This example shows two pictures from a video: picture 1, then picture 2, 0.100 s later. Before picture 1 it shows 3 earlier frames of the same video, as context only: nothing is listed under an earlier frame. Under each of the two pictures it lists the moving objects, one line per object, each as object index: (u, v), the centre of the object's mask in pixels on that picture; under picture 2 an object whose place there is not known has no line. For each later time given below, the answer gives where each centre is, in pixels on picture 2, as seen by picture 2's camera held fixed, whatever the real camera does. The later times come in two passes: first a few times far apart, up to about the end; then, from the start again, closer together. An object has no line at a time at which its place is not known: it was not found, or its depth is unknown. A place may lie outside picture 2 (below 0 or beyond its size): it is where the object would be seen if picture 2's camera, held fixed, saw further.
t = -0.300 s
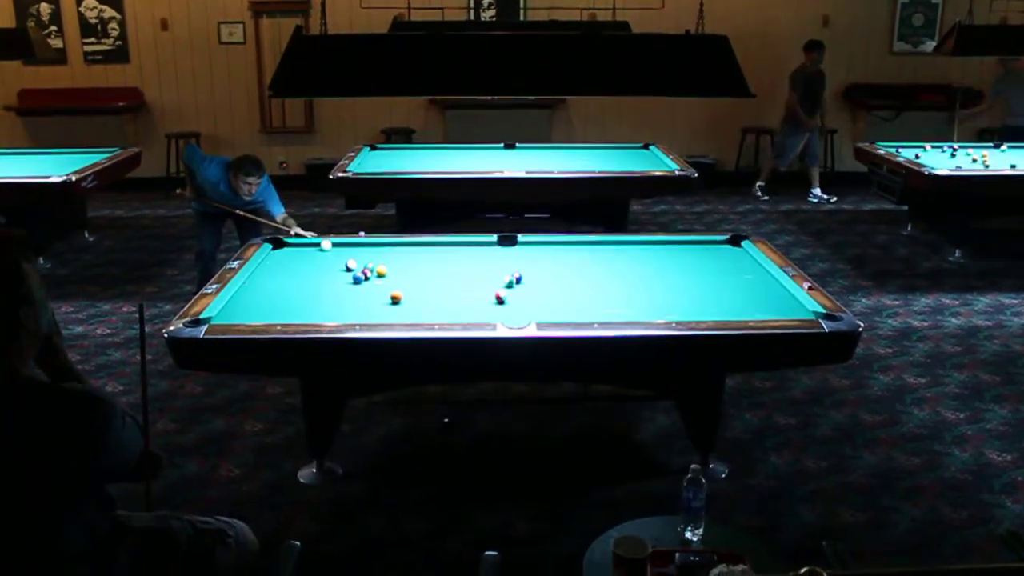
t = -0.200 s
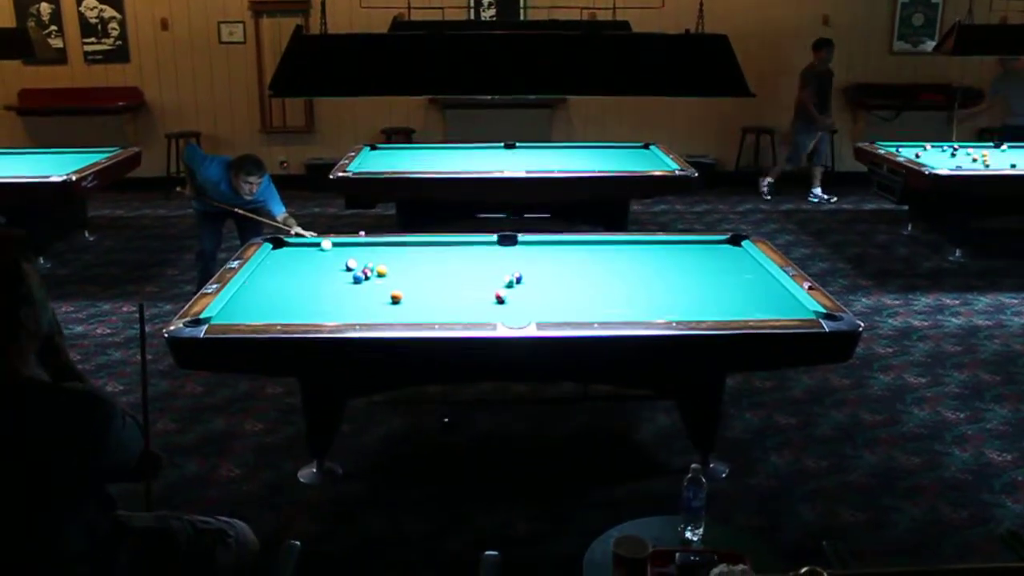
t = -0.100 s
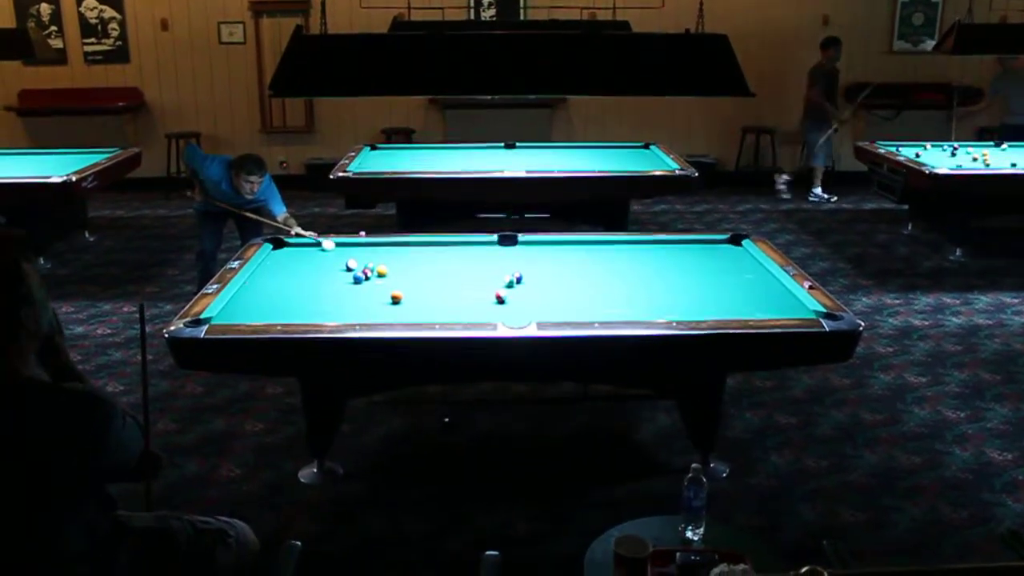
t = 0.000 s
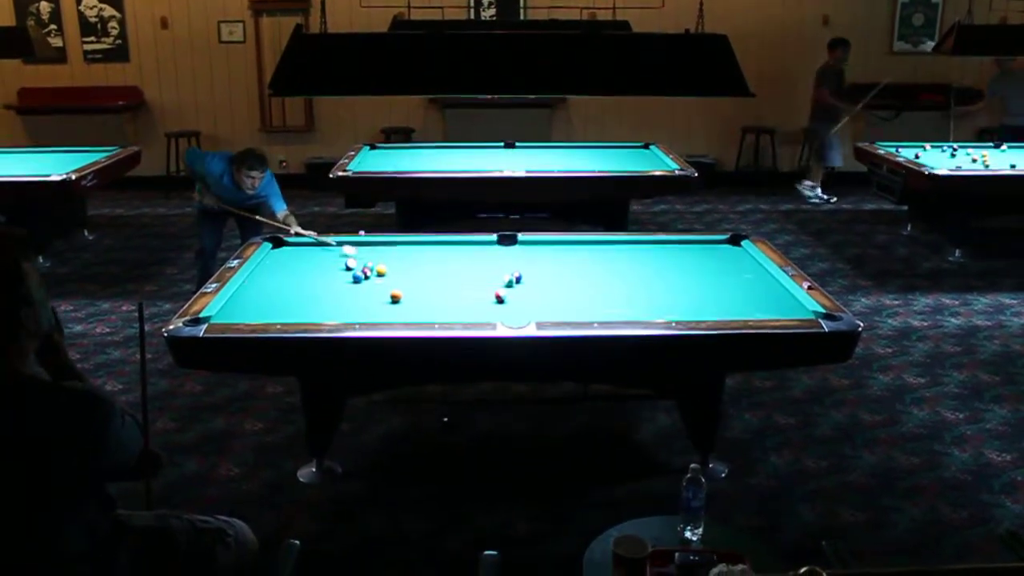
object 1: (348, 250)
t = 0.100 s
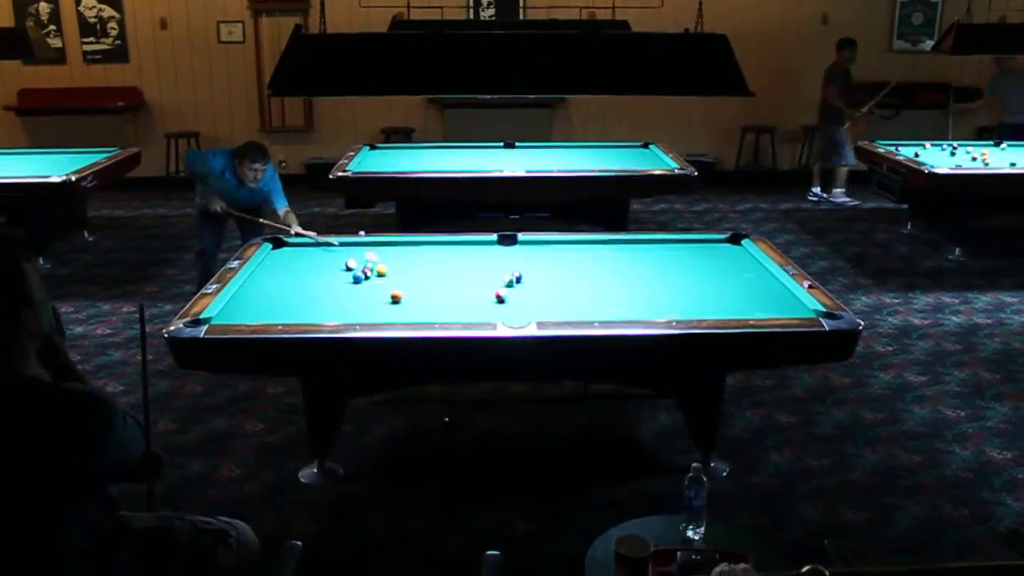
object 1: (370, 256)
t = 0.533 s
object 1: (485, 290)
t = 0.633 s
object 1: (499, 294)
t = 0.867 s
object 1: (523, 296)
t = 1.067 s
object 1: (547, 297)
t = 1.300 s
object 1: (572, 299)
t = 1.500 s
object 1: (595, 302)
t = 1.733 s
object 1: (619, 304)
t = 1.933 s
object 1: (639, 306)
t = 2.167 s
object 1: (663, 308)
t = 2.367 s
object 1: (682, 309)
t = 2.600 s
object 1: (704, 310)
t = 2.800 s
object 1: (721, 311)
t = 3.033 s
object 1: (741, 312)
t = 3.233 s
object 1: (753, 312)
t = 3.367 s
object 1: (760, 311)
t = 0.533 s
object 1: (485, 290)
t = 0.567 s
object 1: (493, 292)
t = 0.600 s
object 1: (497, 294)
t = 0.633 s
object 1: (499, 294)
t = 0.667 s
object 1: (501, 293)
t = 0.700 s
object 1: (505, 294)
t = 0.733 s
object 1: (508, 293)
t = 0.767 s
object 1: (512, 293)
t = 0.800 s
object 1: (515, 295)
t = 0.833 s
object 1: (520, 294)
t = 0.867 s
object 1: (523, 296)
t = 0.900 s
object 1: (527, 294)
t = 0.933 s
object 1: (532, 296)
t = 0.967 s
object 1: (535, 296)
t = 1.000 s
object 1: (539, 296)
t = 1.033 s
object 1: (543, 296)
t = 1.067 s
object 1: (547, 297)
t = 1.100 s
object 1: (550, 297)
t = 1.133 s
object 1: (554, 297)
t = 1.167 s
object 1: (558, 297)
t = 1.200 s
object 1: (562, 297)
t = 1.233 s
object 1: (564, 298)
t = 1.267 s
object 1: (568, 299)
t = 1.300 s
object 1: (572, 299)
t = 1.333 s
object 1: (576, 300)
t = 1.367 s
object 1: (579, 300)
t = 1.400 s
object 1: (583, 300)
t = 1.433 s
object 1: (587, 301)
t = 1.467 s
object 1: (591, 301)
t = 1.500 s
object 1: (595, 302)
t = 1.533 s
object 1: (598, 302)
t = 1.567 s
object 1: (601, 303)
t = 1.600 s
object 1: (605, 302)
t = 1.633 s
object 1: (609, 303)
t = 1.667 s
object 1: (612, 303)
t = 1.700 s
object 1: (615, 303)
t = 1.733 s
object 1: (619, 304)
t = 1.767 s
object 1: (623, 304)
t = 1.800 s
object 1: (627, 304)
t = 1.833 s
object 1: (630, 304)
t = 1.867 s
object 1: (633, 305)
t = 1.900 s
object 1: (637, 305)
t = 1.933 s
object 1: (639, 306)
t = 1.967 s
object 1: (643, 306)
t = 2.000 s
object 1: (646, 306)
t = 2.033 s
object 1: (650, 307)
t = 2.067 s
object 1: (653, 307)
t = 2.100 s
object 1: (657, 307)
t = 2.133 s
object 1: (660, 307)
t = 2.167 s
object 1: (663, 308)
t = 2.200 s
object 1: (667, 308)
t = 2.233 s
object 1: (670, 308)
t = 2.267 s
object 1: (673, 308)
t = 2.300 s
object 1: (676, 309)
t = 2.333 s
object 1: (679, 309)
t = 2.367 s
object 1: (682, 309)
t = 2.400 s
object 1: (685, 309)
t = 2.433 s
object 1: (688, 309)
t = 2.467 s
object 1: (691, 309)
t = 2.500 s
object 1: (695, 310)
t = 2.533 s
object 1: (698, 309)
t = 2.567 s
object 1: (700, 309)
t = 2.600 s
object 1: (704, 310)
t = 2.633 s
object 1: (707, 310)
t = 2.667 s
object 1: (710, 311)
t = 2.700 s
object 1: (713, 311)
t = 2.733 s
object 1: (716, 311)
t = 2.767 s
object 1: (719, 311)
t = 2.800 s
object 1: (721, 311)
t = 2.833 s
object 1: (724, 311)
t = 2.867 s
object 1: (727, 311)
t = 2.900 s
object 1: (730, 312)
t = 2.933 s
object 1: (732, 312)
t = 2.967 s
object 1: (736, 312)
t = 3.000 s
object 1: (739, 312)
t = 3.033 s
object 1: (741, 312)
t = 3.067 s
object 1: (744, 312)
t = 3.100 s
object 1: (746, 312)
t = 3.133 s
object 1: (747, 312)
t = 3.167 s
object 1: (749, 312)
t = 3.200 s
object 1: (751, 312)
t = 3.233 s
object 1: (753, 312)
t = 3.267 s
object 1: (754, 312)
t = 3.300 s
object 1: (756, 311)
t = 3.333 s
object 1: (758, 311)
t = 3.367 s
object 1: (760, 311)
